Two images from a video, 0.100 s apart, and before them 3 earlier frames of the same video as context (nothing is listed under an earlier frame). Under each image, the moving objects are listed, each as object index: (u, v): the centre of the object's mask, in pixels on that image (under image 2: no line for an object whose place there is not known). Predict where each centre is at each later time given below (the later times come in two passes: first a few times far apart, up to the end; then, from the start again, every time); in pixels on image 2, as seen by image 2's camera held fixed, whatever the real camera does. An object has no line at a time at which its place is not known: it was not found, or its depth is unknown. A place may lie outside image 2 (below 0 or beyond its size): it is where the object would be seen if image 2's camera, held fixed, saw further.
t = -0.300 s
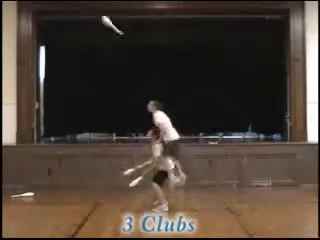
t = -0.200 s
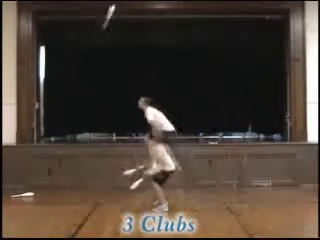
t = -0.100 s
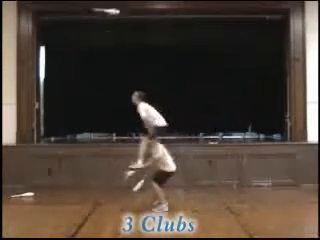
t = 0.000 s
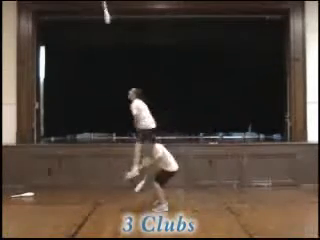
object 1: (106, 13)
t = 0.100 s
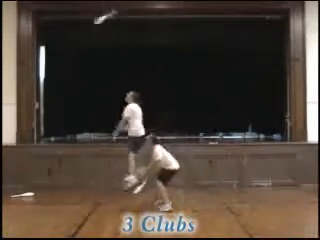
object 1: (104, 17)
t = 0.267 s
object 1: (101, 40)
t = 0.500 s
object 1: (97, 93)
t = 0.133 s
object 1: (105, 20)
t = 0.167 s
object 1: (105, 25)
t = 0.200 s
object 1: (103, 30)
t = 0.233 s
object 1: (102, 35)
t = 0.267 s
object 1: (101, 40)
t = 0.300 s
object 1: (101, 44)
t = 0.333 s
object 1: (99, 52)
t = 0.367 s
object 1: (100, 58)
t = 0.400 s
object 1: (99, 66)
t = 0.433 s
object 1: (98, 74)
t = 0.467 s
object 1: (97, 83)
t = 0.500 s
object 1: (97, 93)
